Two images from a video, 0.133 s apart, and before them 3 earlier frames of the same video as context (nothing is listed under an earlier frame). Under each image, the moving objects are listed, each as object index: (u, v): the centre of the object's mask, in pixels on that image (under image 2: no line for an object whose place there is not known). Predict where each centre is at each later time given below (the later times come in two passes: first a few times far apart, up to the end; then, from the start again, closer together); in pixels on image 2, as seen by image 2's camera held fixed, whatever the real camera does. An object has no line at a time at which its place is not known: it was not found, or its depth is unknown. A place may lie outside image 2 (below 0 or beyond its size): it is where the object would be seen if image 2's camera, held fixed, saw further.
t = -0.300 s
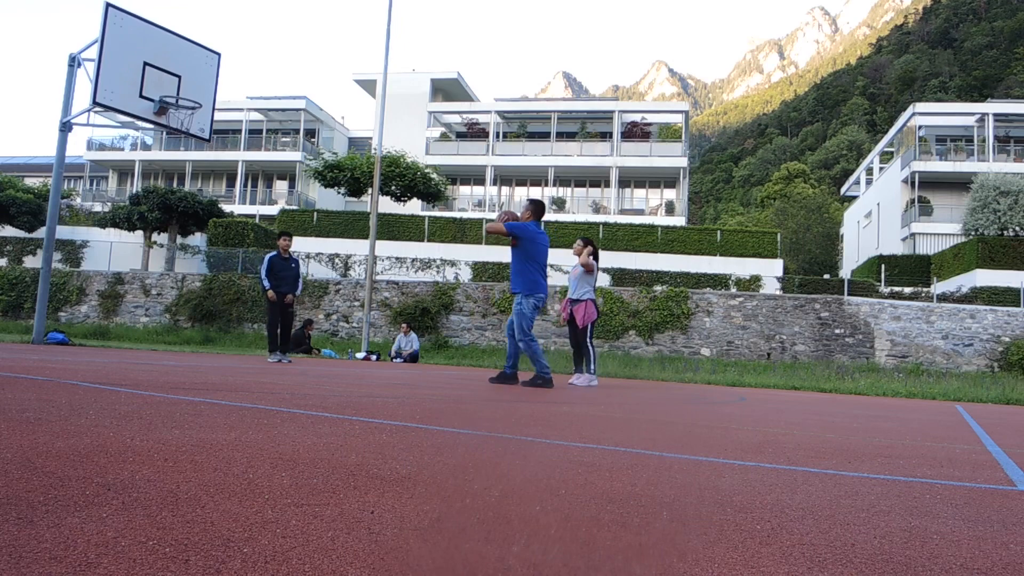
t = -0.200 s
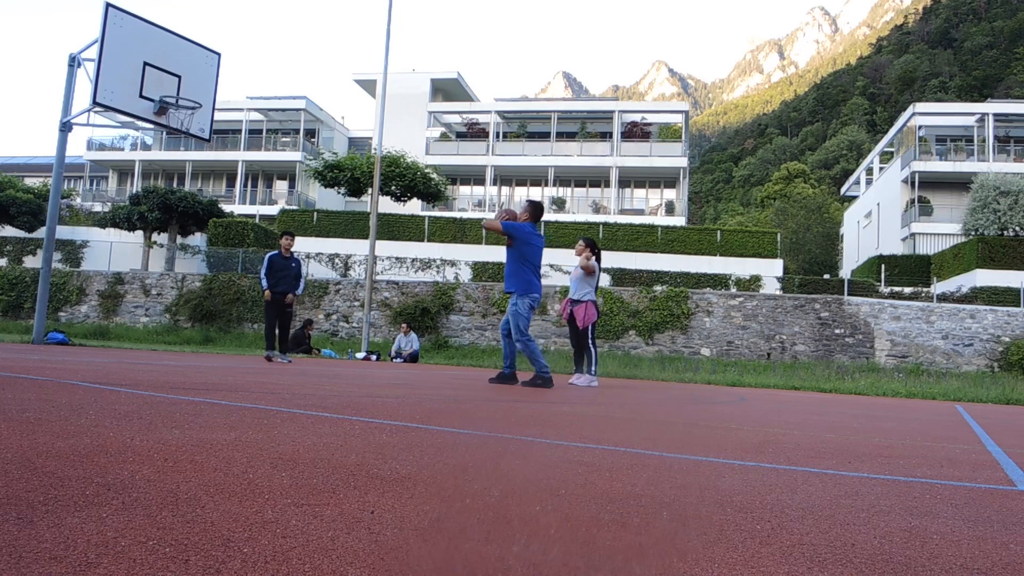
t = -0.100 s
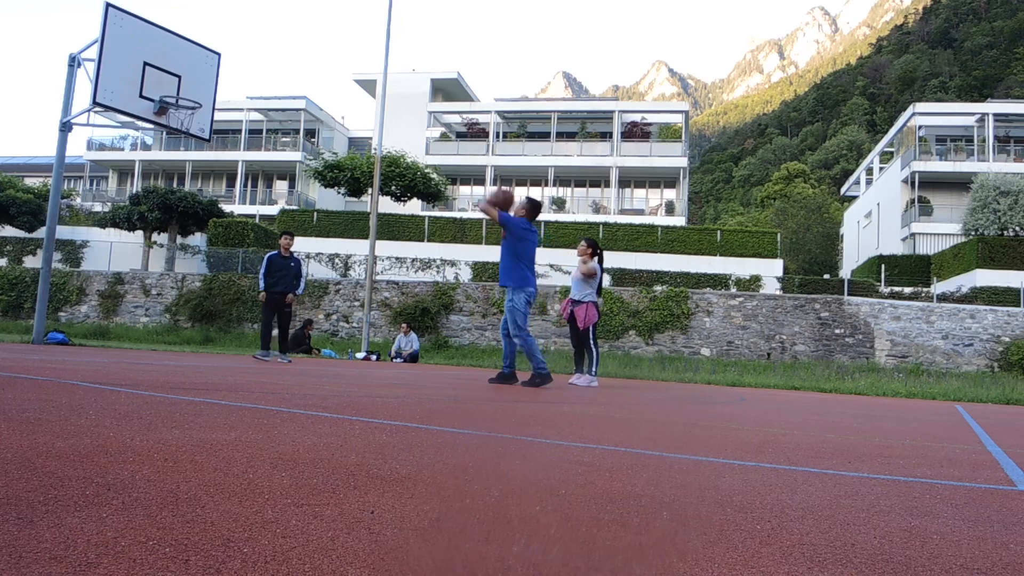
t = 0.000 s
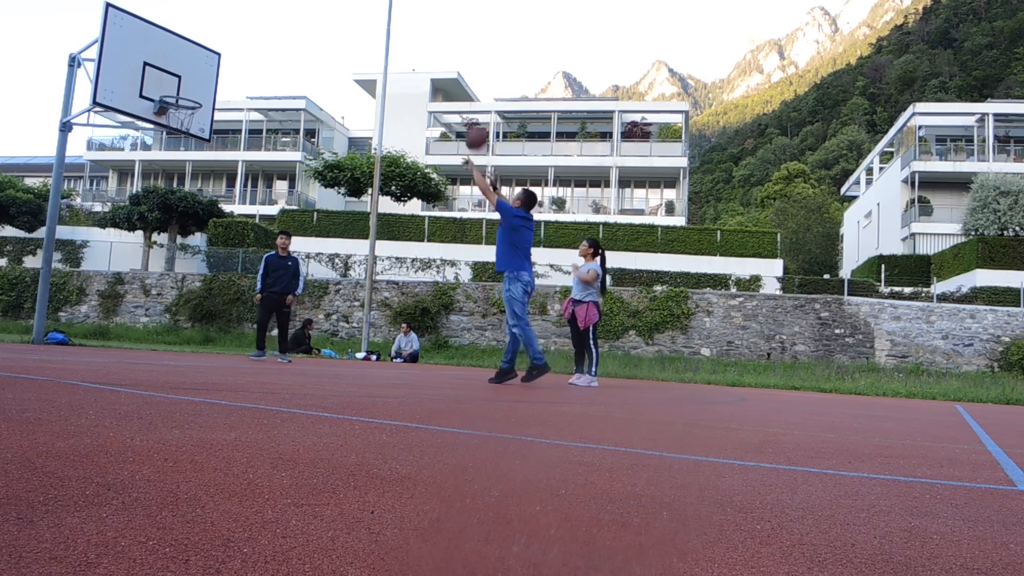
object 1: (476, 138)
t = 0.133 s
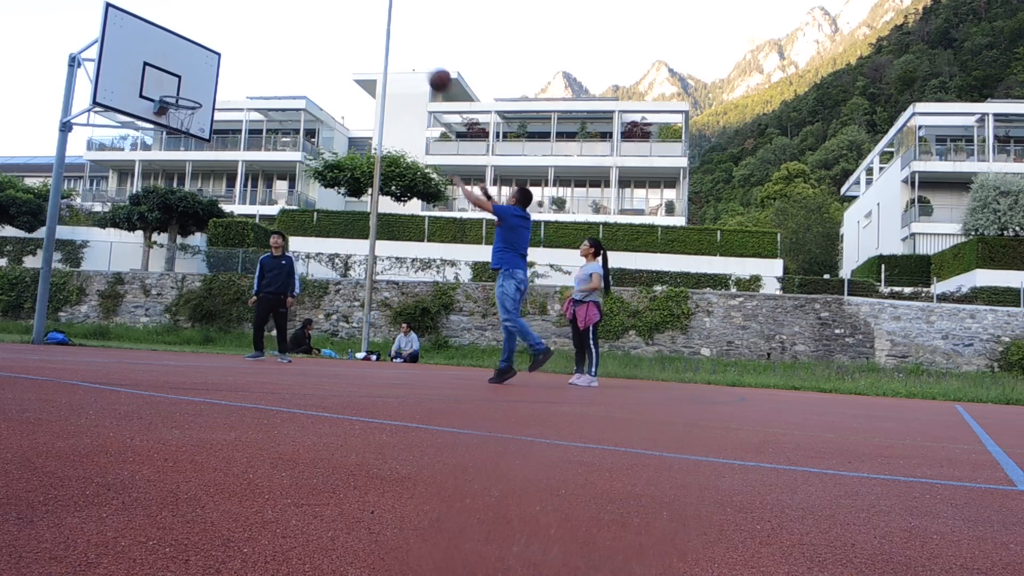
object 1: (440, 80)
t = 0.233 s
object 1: (413, 47)
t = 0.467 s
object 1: (355, 14)
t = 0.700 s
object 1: (300, 30)
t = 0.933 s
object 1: (246, 87)
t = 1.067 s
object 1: (216, 137)
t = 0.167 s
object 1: (430, 67)
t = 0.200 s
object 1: (422, 56)
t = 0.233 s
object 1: (413, 47)
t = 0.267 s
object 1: (404, 39)
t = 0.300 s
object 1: (396, 33)
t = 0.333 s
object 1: (387, 27)
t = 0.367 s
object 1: (379, 22)
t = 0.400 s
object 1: (371, 18)
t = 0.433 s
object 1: (363, 16)
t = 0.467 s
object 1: (355, 14)
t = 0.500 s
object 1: (347, 14)
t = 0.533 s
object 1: (339, 14)
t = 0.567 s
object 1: (331, 15)
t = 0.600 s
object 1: (323, 18)
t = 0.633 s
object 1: (315, 21)
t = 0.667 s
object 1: (307, 25)
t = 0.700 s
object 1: (300, 30)
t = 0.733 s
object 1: (292, 35)
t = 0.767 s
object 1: (284, 42)
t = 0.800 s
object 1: (276, 49)
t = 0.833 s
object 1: (269, 58)
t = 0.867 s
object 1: (261, 67)
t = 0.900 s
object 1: (254, 76)
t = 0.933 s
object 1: (246, 87)
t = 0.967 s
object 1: (238, 98)
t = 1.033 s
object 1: (223, 125)
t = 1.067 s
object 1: (216, 137)
